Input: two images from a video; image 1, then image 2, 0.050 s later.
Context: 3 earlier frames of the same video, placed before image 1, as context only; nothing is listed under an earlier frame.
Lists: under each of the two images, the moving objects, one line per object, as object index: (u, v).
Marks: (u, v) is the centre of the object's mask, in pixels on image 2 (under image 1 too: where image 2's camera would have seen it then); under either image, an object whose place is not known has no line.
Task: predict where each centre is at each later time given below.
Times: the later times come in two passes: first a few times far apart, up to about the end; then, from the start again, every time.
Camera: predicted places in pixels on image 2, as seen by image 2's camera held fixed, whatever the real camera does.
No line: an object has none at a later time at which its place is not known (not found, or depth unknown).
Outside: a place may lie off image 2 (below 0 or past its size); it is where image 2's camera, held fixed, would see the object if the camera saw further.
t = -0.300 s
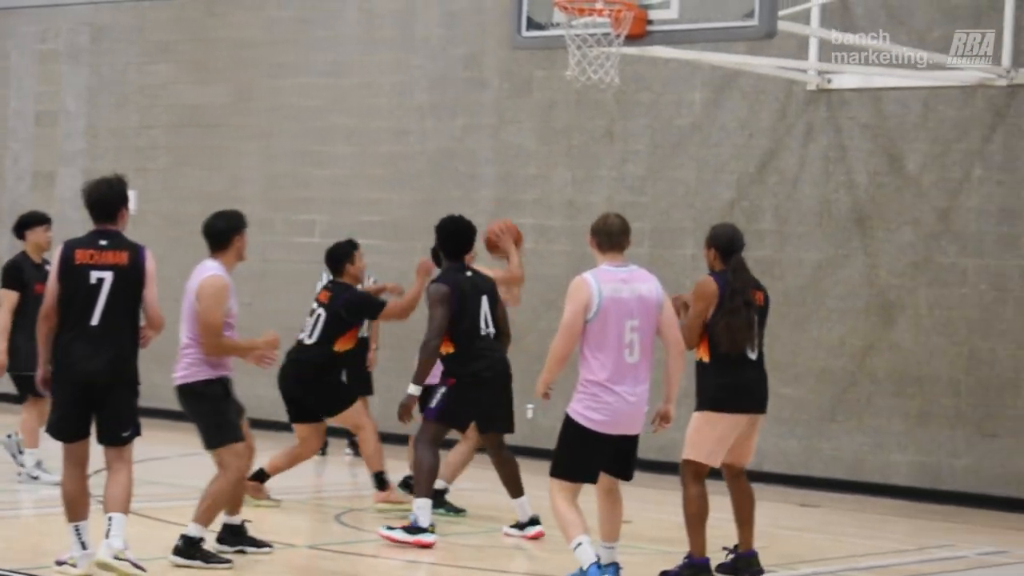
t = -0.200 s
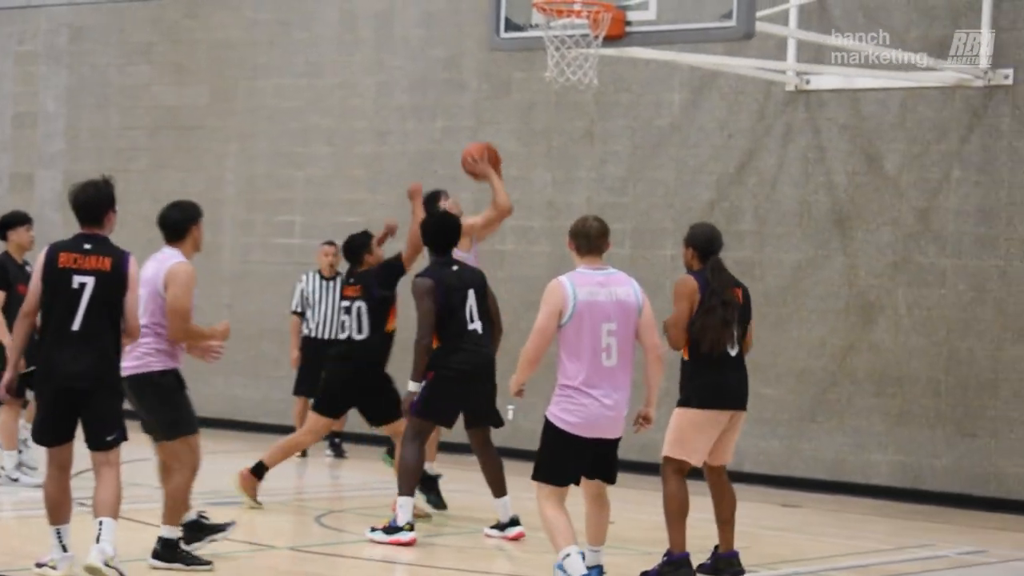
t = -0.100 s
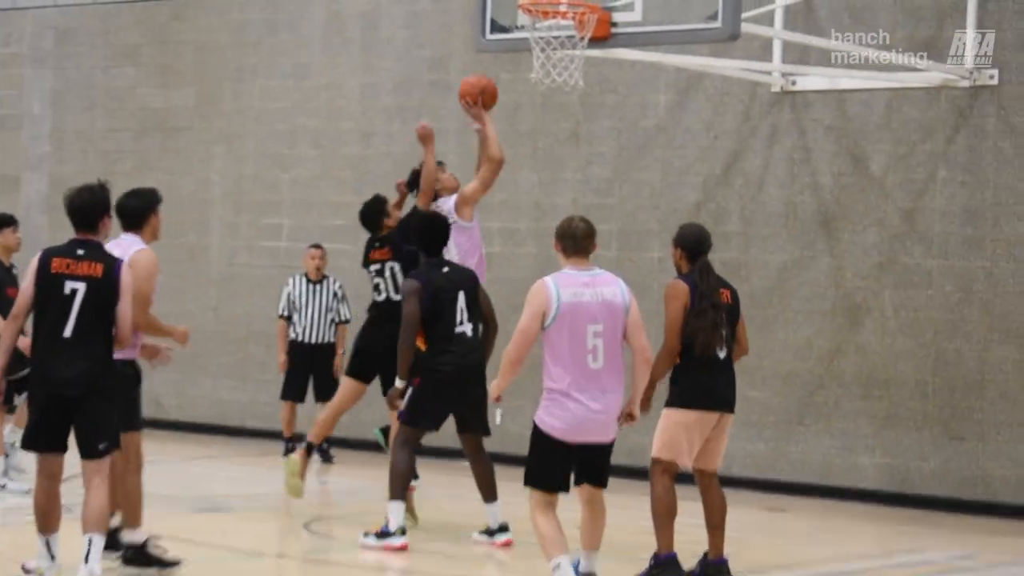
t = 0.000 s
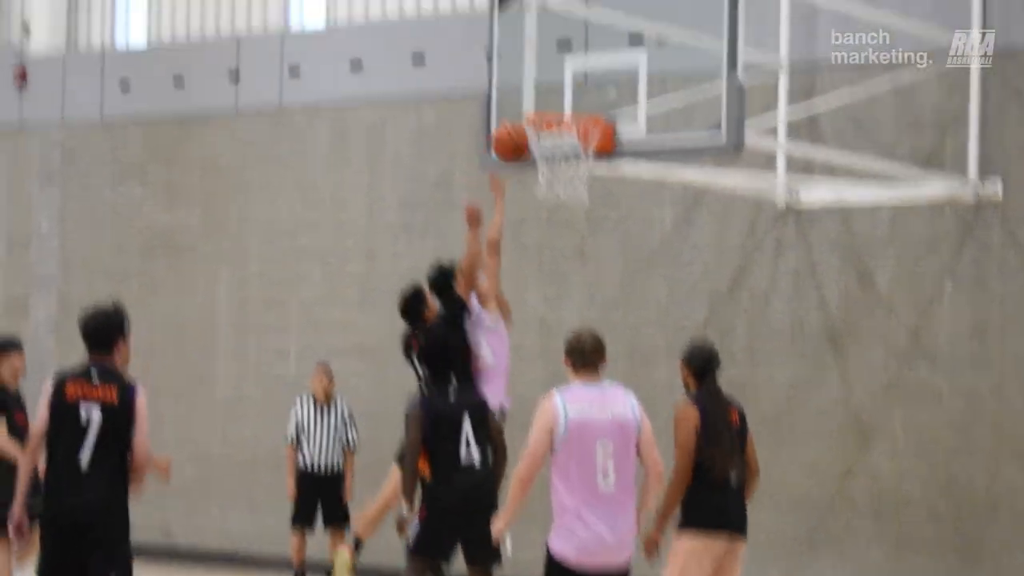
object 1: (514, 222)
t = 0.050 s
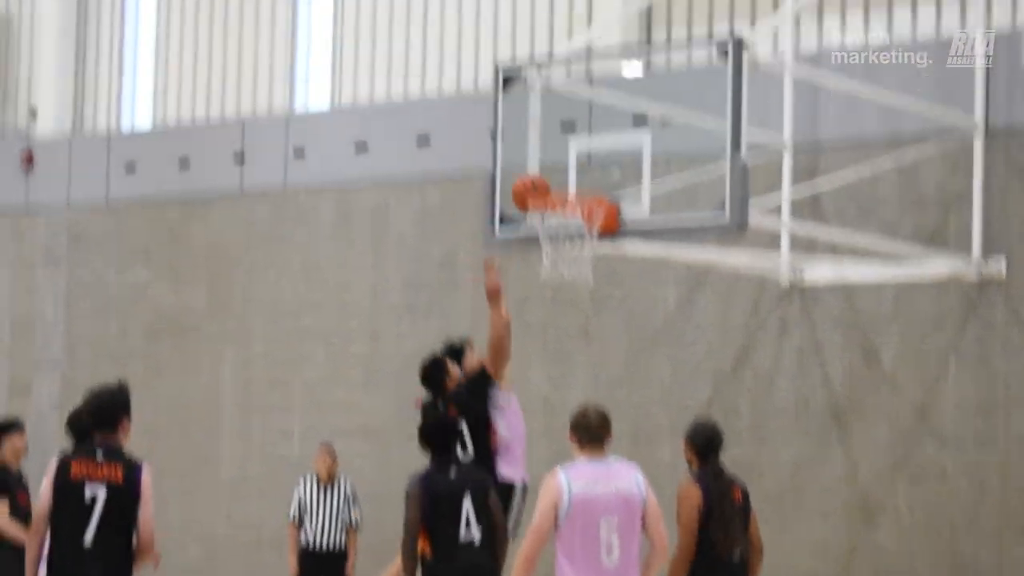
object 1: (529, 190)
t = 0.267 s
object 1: (545, 161)
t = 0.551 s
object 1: (562, 230)
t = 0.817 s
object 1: (596, 370)
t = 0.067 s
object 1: (536, 183)
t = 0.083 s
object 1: (541, 177)
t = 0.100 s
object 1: (545, 172)
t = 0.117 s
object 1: (545, 169)
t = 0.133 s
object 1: (545, 166)
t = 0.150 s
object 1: (545, 164)
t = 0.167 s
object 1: (545, 162)
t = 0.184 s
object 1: (545, 162)
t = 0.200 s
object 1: (545, 161)
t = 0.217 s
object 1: (545, 161)
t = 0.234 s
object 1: (545, 161)
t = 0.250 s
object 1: (545, 161)
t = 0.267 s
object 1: (545, 161)
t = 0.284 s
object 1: (545, 163)
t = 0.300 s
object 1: (545, 165)
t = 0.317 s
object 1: (545, 167)
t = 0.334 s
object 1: (545, 170)
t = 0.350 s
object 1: (545, 172)
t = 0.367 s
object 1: (545, 176)
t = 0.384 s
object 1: (545, 180)
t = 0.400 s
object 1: (545, 182)
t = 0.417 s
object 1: (545, 185)
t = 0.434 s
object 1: (545, 193)
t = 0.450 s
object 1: (546, 199)
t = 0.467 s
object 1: (548, 203)
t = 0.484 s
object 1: (552, 208)
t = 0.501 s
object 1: (553, 213)
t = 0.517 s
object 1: (556, 221)
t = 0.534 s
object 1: (558, 224)
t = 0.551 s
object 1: (562, 230)
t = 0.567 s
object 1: (564, 237)
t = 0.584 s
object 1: (568, 245)
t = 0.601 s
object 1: (570, 251)
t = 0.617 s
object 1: (572, 257)
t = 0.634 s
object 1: (575, 265)
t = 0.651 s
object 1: (576, 272)
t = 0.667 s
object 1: (578, 279)
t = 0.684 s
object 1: (580, 288)
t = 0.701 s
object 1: (582, 296)
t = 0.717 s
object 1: (584, 305)
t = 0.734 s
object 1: (586, 315)
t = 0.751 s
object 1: (588, 324)
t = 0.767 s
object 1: (590, 336)
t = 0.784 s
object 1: (592, 346)
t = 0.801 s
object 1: (594, 358)
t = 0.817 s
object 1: (596, 370)
